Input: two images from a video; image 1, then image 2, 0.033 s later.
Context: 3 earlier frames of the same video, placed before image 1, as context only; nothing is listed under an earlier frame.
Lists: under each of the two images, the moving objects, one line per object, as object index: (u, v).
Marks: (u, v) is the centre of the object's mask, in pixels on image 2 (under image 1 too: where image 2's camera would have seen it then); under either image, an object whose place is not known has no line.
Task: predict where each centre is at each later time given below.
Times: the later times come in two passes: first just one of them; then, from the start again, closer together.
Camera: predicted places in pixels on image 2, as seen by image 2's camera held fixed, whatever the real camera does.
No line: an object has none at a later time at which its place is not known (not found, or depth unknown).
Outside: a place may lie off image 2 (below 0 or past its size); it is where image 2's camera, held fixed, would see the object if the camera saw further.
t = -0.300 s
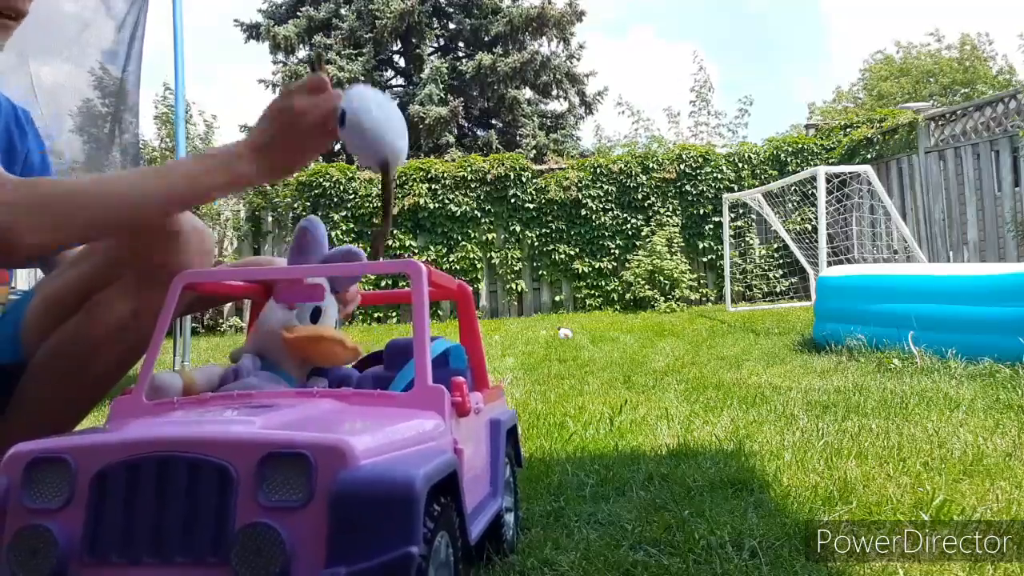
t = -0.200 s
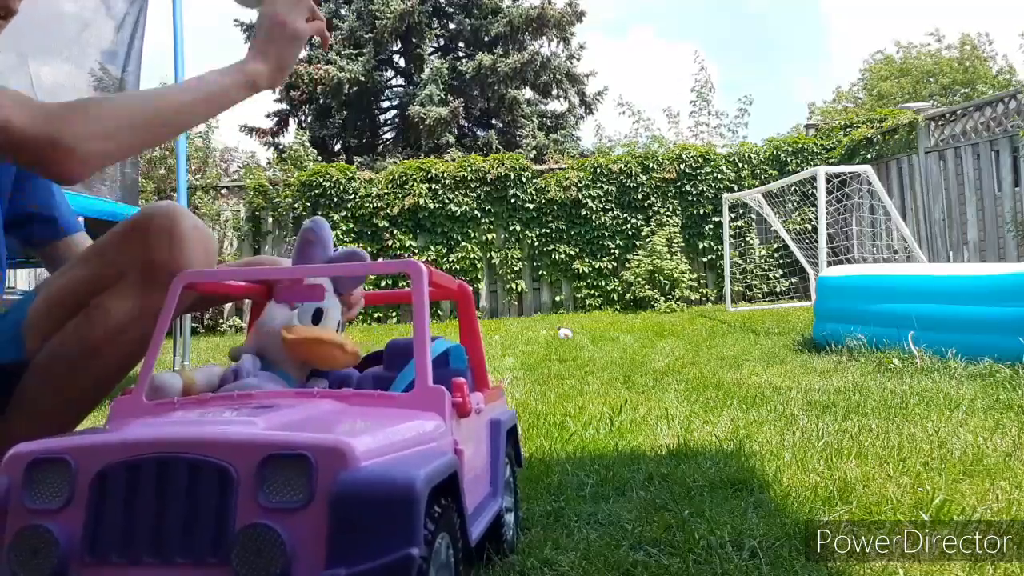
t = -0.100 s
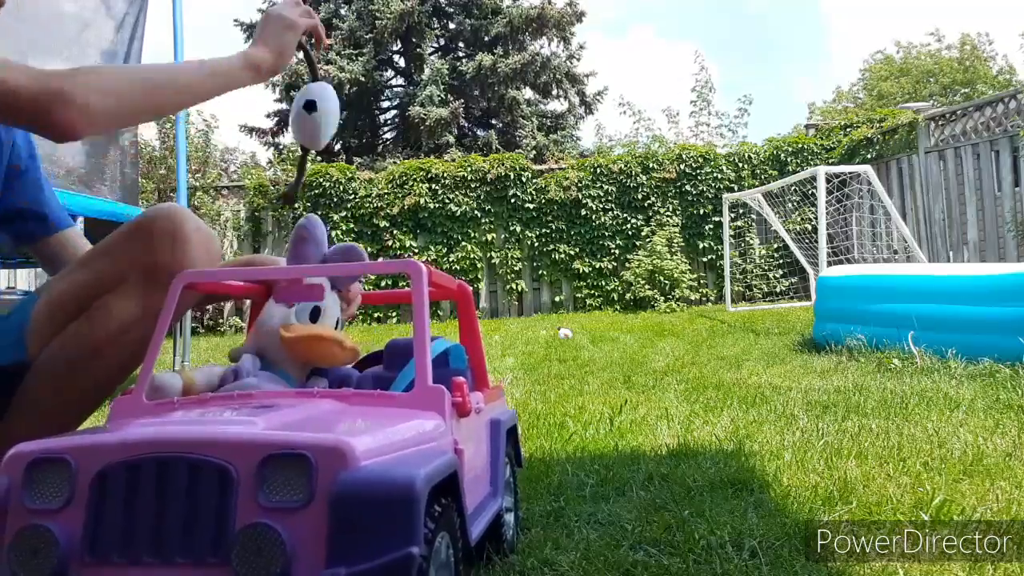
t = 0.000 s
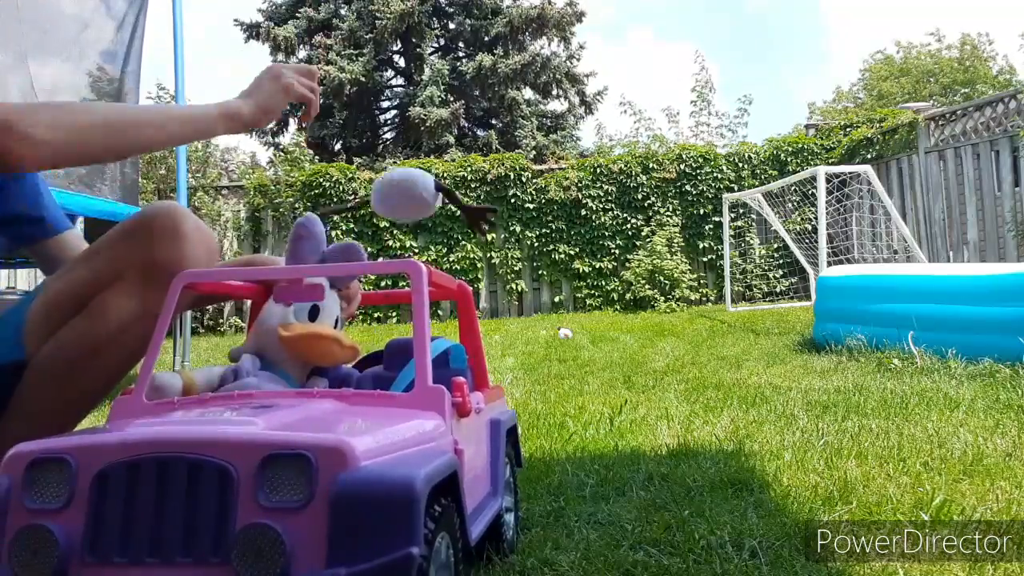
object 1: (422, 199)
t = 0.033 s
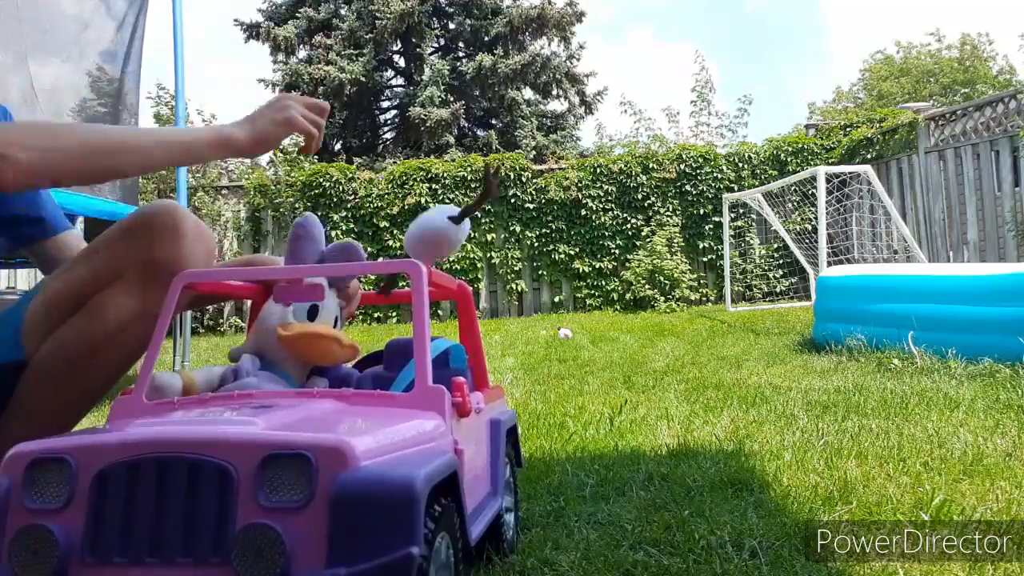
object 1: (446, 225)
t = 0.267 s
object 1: (563, 395)
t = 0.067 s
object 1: (458, 242)
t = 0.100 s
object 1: (474, 251)
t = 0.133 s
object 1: (492, 263)
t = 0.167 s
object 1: (511, 283)
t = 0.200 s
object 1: (530, 311)
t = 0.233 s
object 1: (547, 350)
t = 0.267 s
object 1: (563, 395)
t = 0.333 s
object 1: (599, 510)
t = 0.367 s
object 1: (615, 541)
